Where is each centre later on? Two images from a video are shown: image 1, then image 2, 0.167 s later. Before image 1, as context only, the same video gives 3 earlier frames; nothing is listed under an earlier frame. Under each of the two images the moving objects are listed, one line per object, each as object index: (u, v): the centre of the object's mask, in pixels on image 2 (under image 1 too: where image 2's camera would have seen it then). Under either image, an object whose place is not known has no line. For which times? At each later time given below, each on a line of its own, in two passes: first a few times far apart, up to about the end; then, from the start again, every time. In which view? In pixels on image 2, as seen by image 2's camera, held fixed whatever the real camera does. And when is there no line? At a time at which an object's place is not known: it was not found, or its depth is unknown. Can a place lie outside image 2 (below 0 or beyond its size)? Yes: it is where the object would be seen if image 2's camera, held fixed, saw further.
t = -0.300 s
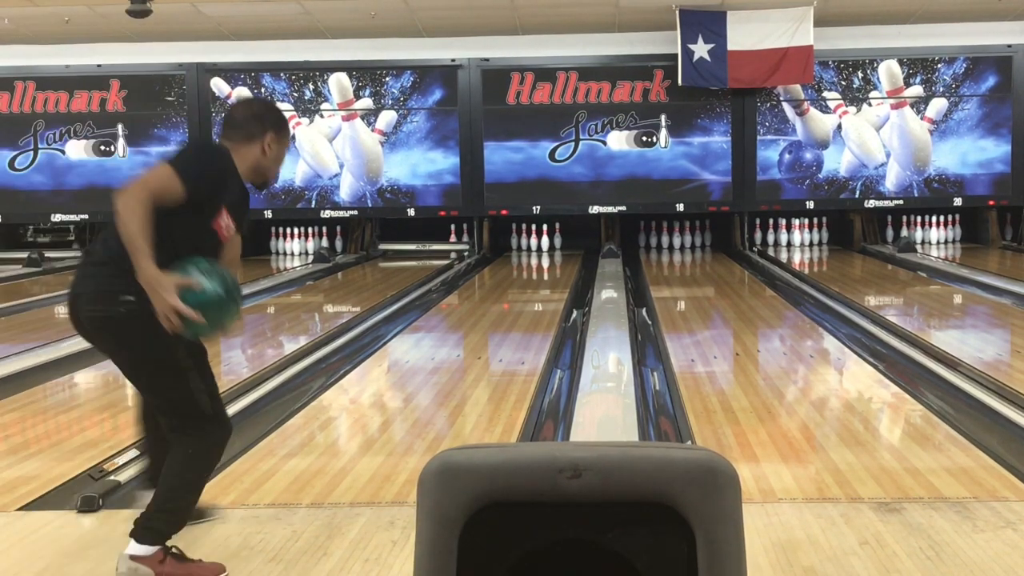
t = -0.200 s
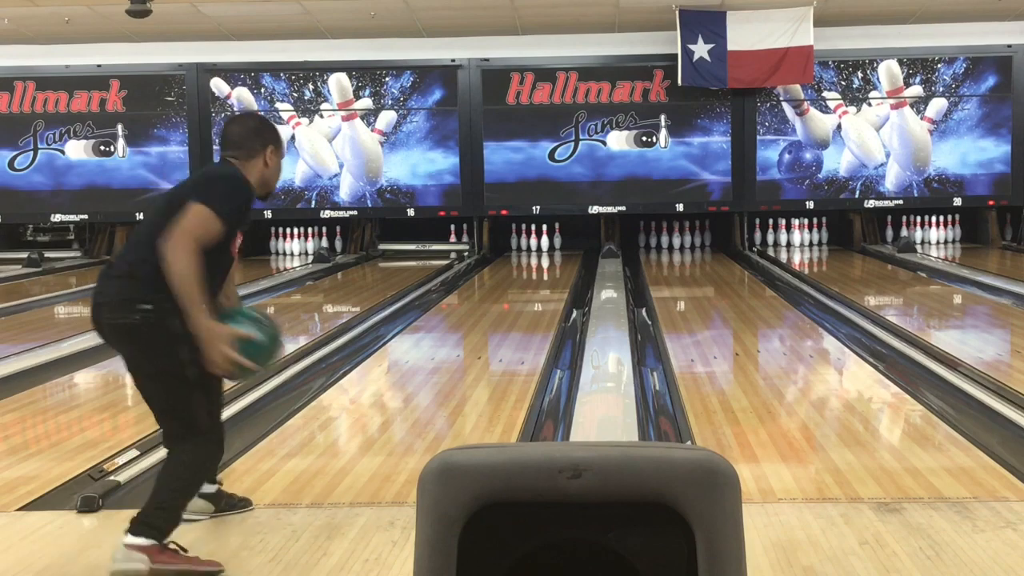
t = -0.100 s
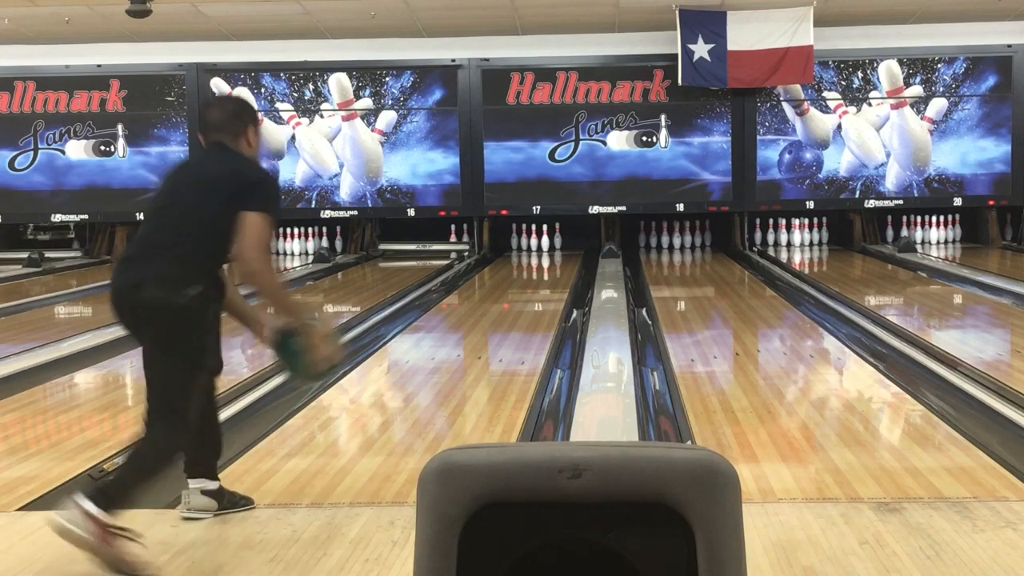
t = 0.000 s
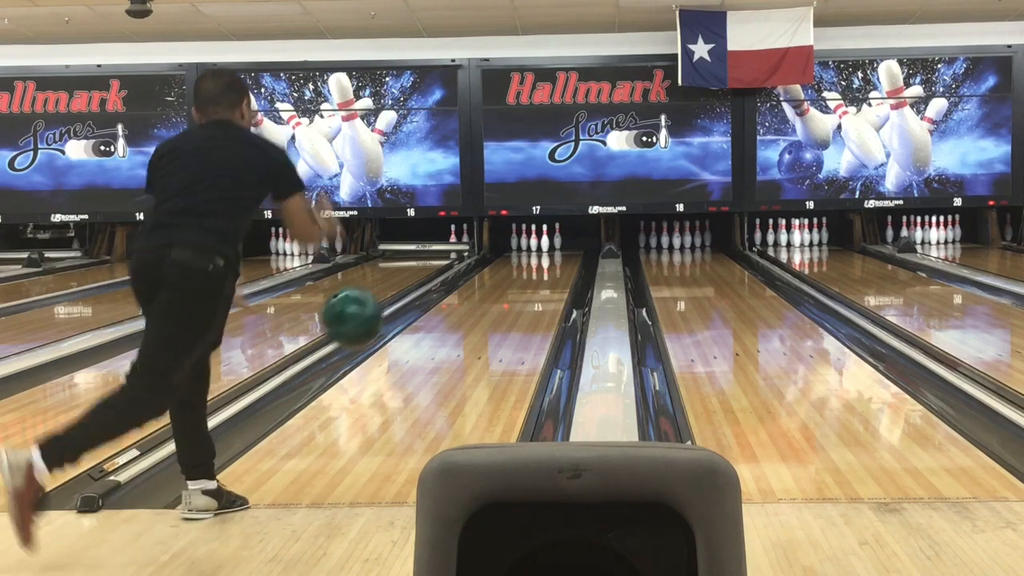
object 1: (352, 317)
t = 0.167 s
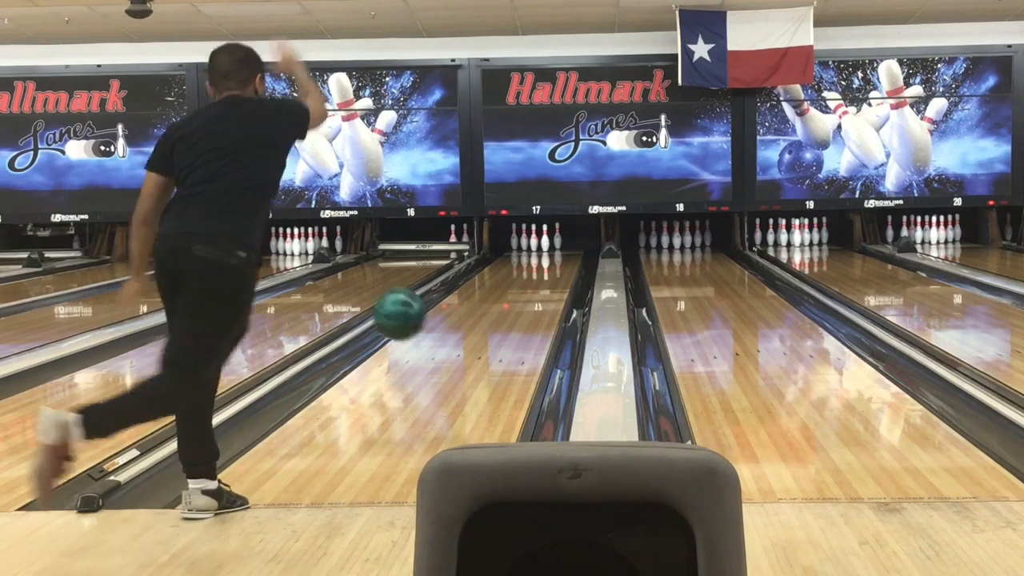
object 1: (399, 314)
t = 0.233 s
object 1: (414, 329)
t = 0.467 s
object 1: (457, 357)
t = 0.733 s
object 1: (489, 335)
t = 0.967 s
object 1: (509, 315)
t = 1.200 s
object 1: (524, 300)
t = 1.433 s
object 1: (535, 288)
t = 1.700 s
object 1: (543, 276)
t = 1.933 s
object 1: (548, 269)
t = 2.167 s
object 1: (551, 262)
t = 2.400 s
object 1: (551, 256)
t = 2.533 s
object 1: (550, 253)
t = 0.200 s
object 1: (407, 322)
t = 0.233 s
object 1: (414, 329)
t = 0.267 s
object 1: (422, 341)
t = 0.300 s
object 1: (428, 354)
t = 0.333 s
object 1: (435, 368)
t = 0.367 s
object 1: (441, 380)
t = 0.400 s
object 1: (447, 369)
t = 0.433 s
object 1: (452, 362)
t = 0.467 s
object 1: (457, 357)
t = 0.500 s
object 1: (462, 354)
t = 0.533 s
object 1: (466, 354)
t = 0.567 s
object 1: (470, 353)
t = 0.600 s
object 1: (474, 349)
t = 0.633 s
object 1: (478, 345)
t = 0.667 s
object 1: (482, 342)
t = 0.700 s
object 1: (486, 338)
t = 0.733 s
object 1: (489, 335)
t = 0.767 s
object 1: (492, 332)
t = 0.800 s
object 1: (495, 329)
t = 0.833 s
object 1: (498, 326)
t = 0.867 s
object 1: (501, 323)
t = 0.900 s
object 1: (504, 320)
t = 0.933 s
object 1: (506, 318)
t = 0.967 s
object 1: (509, 315)
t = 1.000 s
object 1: (511, 313)
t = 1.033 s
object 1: (514, 310)
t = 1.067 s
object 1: (516, 308)
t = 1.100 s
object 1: (518, 306)
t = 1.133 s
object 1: (520, 304)
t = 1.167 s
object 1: (522, 302)
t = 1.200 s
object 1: (524, 300)
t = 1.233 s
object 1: (526, 298)
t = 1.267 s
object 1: (527, 296)
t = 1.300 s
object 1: (529, 295)
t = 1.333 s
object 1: (531, 293)
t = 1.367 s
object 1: (532, 291)
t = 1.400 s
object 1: (534, 289)
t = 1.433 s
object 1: (535, 288)
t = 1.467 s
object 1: (536, 286)
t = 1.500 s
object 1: (537, 285)
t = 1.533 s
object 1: (539, 284)
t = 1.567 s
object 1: (540, 282)
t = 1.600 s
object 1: (541, 281)
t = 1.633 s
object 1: (542, 279)
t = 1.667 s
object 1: (542, 278)
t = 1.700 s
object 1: (543, 276)
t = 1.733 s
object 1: (544, 276)
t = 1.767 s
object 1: (545, 275)
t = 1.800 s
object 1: (546, 273)
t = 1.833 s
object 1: (547, 272)
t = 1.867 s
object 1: (547, 271)
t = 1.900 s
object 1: (548, 270)
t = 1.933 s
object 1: (548, 269)
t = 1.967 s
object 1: (549, 268)
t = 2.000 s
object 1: (549, 266)
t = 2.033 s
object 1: (550, 266)
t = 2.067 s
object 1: (550, 265)
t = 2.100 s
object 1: (550, 264)
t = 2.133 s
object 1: (550, 263)
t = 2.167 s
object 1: (551, 262)
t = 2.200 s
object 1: (551, 261)
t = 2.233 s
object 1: (551, 260)
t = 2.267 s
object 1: (551, 260)
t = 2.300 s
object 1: (551, 259)
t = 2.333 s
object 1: (551, 258)
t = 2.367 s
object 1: (551, 257)
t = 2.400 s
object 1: (551, 256)
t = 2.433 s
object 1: (550, 256)
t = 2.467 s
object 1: (550, 255)
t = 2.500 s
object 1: (550, 254)
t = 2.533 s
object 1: (550, 253)
